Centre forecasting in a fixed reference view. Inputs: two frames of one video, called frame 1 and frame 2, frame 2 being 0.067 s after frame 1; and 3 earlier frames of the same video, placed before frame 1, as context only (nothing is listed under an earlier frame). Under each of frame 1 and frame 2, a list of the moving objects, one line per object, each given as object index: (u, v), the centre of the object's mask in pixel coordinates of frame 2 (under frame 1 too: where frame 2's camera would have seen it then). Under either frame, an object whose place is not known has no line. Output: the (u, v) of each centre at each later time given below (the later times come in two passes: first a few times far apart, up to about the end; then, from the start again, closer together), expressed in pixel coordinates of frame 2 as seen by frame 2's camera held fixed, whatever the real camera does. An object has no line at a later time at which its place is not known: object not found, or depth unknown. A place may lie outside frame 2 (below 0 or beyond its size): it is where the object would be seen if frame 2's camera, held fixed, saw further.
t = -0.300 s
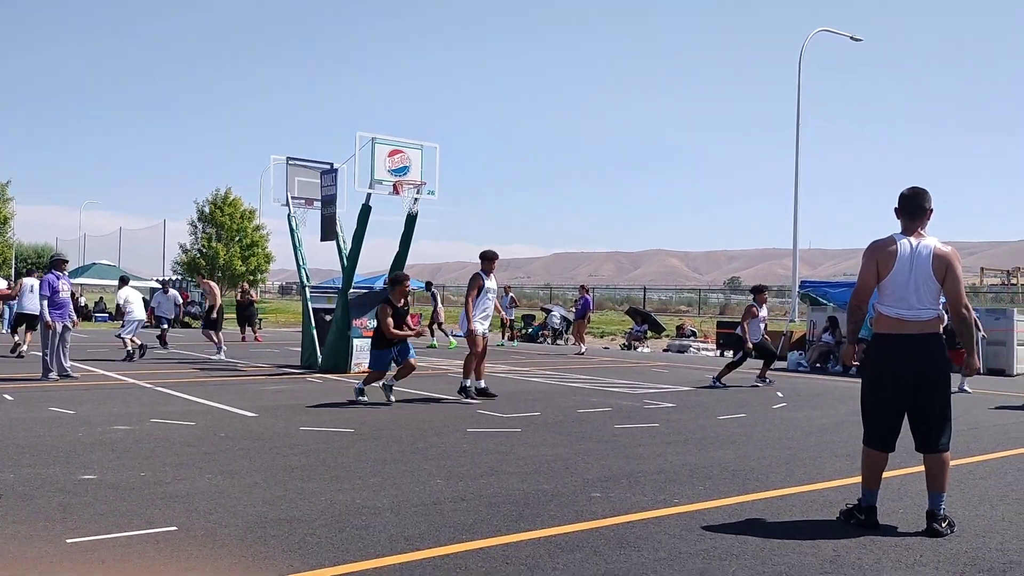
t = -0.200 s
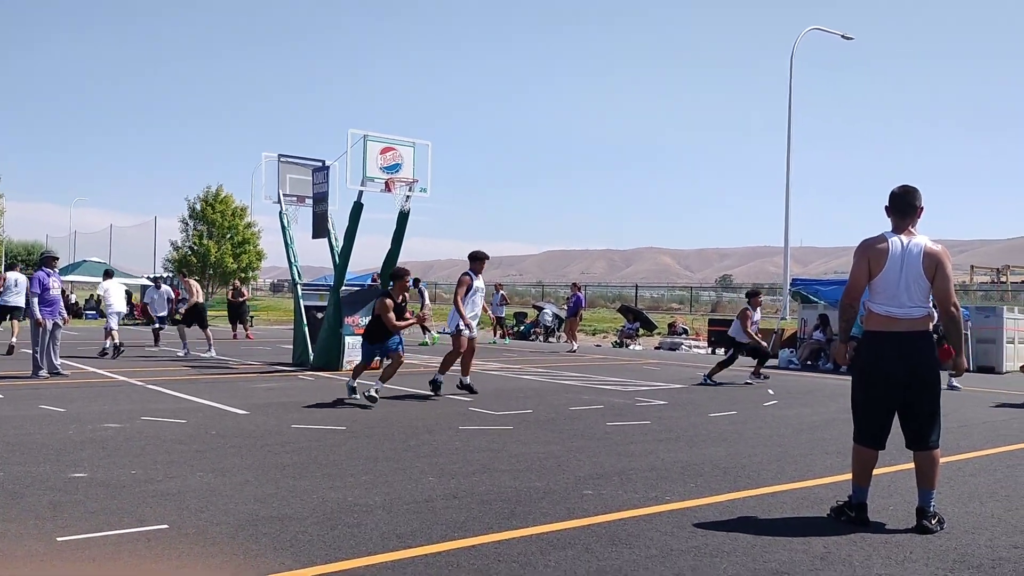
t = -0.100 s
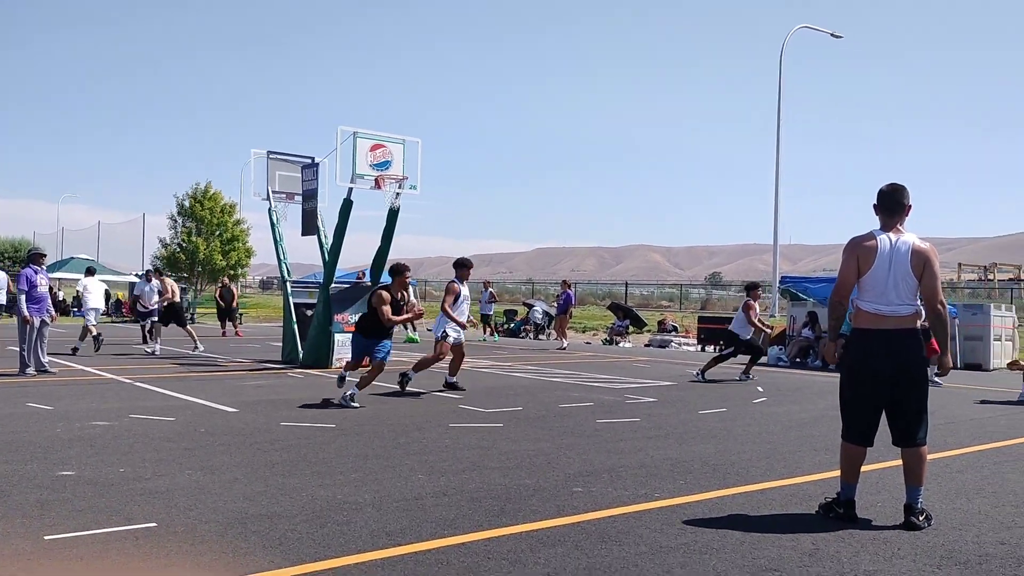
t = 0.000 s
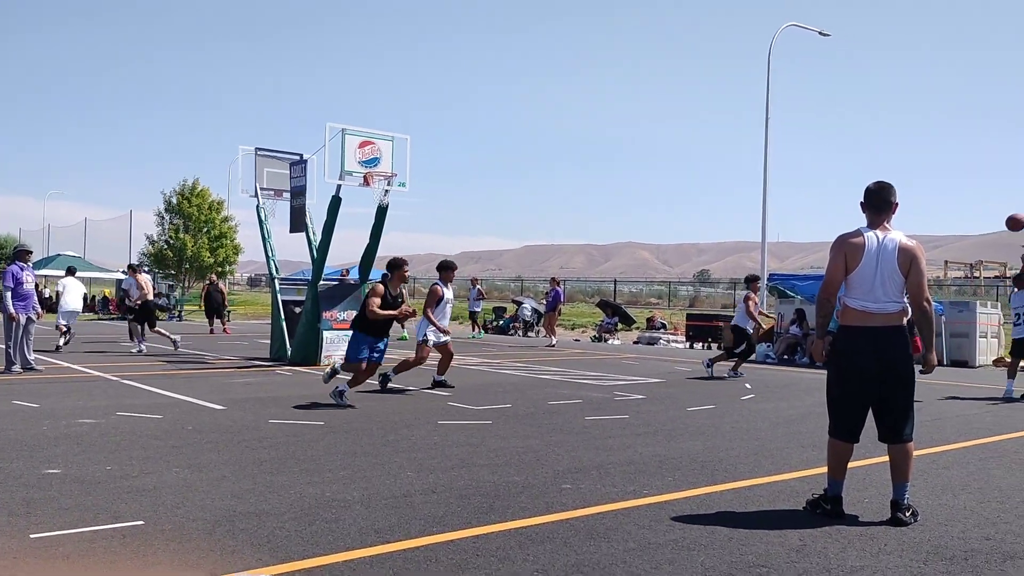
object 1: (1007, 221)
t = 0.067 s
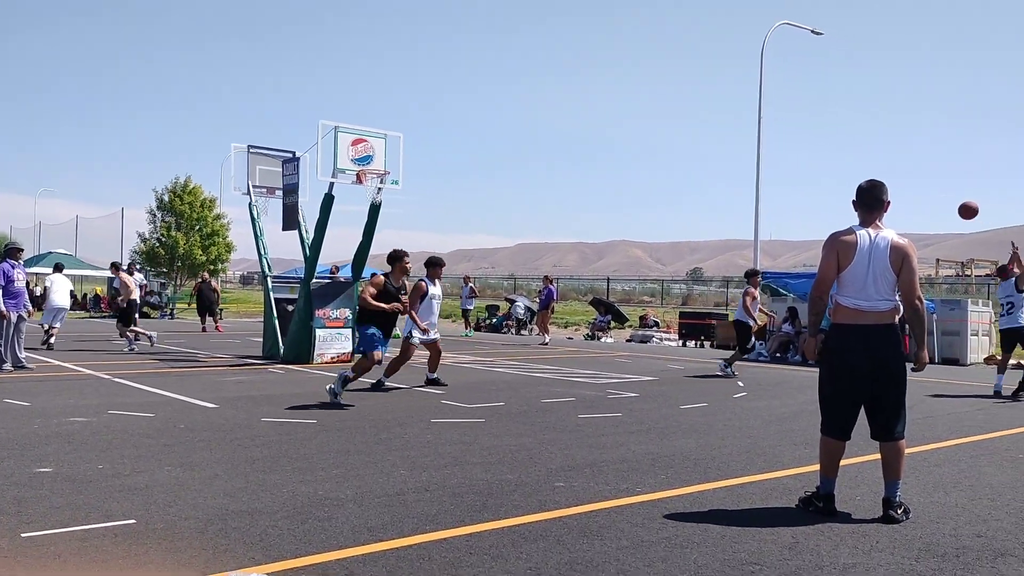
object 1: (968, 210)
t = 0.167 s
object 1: (906, 200)
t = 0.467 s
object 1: (686, 215)
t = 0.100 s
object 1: (948, 206)
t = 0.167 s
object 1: (906, 200)
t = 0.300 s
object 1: (815, 197)
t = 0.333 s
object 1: (791, 199)
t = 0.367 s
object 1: (766, 201)
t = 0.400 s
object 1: (740, 205)
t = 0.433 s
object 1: (713, 209)
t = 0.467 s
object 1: (686, 215)
